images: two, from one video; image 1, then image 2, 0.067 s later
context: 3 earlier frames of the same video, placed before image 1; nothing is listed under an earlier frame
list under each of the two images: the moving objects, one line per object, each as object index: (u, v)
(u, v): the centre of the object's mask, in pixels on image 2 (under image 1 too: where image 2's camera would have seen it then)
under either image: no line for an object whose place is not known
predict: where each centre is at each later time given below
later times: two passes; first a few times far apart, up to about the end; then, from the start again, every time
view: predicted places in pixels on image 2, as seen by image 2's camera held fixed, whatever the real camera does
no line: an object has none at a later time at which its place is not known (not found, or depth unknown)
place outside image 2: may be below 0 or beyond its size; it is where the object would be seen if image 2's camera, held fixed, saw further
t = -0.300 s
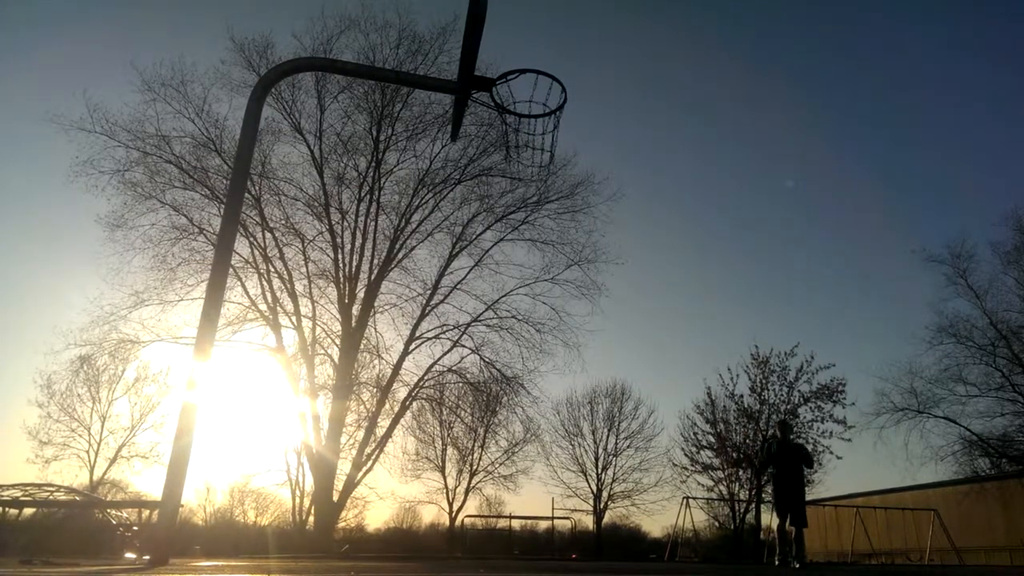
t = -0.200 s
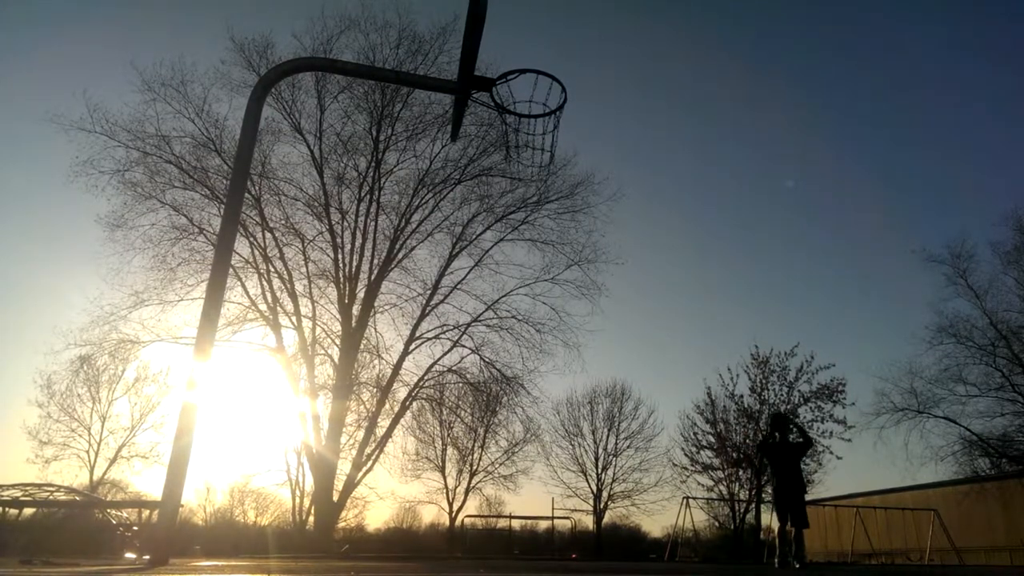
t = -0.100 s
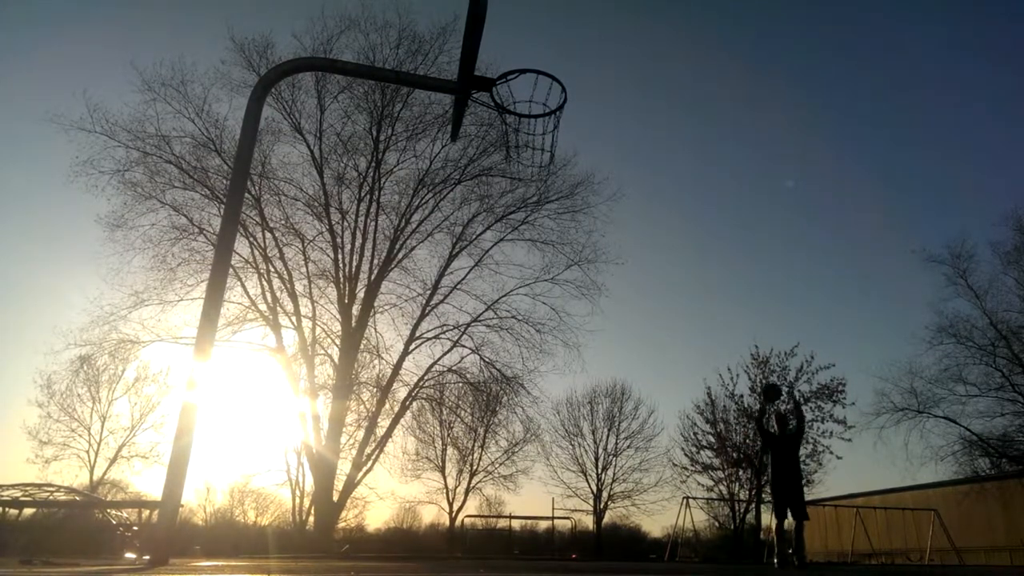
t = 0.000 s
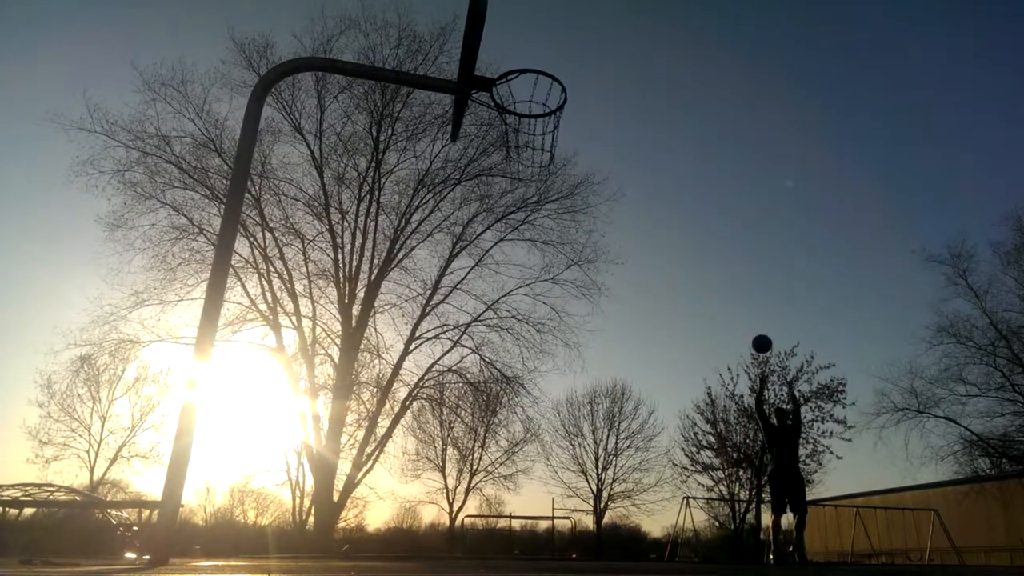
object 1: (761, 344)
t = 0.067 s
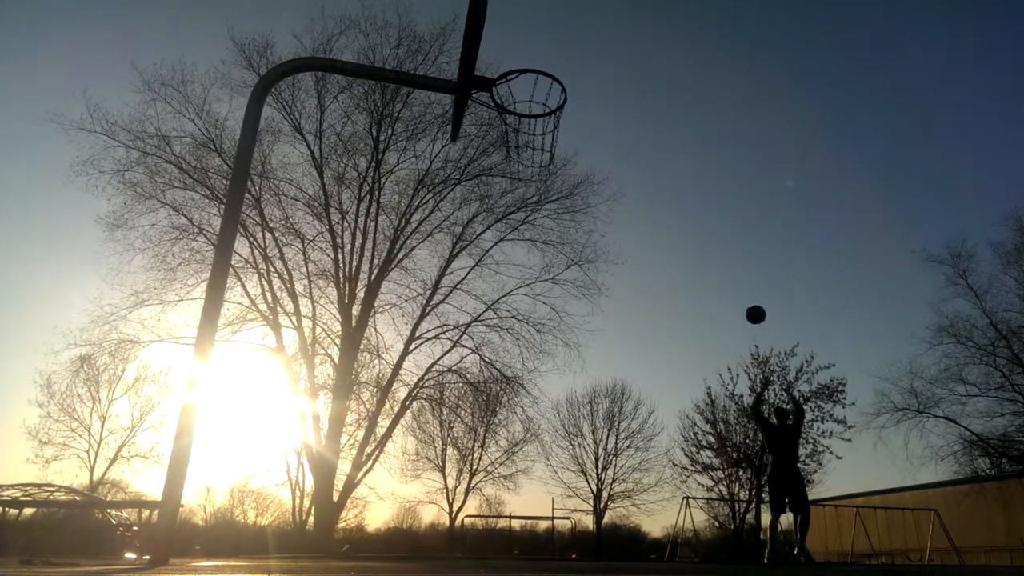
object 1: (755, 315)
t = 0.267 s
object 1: (738, 245)
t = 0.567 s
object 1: (717, 192)
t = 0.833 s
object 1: (700, 200)
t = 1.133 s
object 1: (684, 295)
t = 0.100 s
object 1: (752, 301)
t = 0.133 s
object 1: (749, 288)
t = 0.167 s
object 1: (746, 276)
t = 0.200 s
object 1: (743, 265)
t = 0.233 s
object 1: (741, 255)
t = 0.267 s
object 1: (738, 245)
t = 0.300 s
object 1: (735, 236)
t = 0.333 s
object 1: (733, 229)
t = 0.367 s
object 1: (730, 221)
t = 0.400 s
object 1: (728, 214)
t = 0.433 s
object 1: (726, 208)
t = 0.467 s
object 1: (723, 203)
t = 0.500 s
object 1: (721, 198)
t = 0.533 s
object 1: (718, 195)
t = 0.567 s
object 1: (717, 192)
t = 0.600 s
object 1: (714, 190)
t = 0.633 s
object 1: (712, 188)
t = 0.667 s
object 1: (710, 188)
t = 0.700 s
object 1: (708, 189)
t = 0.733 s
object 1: (706, 190)
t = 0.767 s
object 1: (704, 192)
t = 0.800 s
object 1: (702, 196)
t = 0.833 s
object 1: (700, 200)
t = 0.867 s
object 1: (698, 205)
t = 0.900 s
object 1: (696, 212)
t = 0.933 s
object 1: (694, 220)
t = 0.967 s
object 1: (692, 229)
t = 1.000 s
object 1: (690, 239)
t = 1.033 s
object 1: (689, 251)
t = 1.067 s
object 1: (687, 264)
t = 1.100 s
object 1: (685, 279)
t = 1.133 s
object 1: (684, 295)
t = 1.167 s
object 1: (682, 314)
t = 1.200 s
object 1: (681, 335)
